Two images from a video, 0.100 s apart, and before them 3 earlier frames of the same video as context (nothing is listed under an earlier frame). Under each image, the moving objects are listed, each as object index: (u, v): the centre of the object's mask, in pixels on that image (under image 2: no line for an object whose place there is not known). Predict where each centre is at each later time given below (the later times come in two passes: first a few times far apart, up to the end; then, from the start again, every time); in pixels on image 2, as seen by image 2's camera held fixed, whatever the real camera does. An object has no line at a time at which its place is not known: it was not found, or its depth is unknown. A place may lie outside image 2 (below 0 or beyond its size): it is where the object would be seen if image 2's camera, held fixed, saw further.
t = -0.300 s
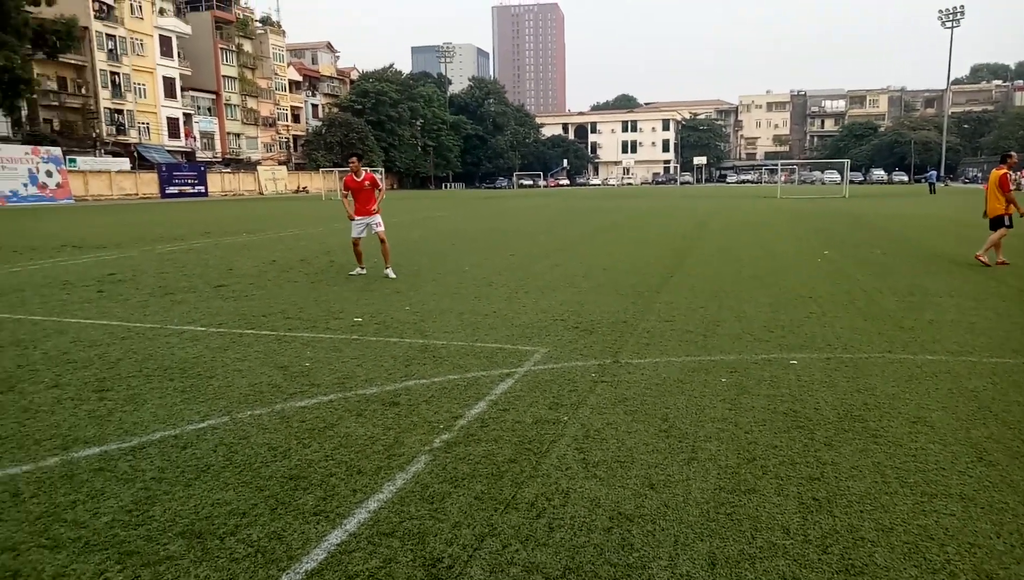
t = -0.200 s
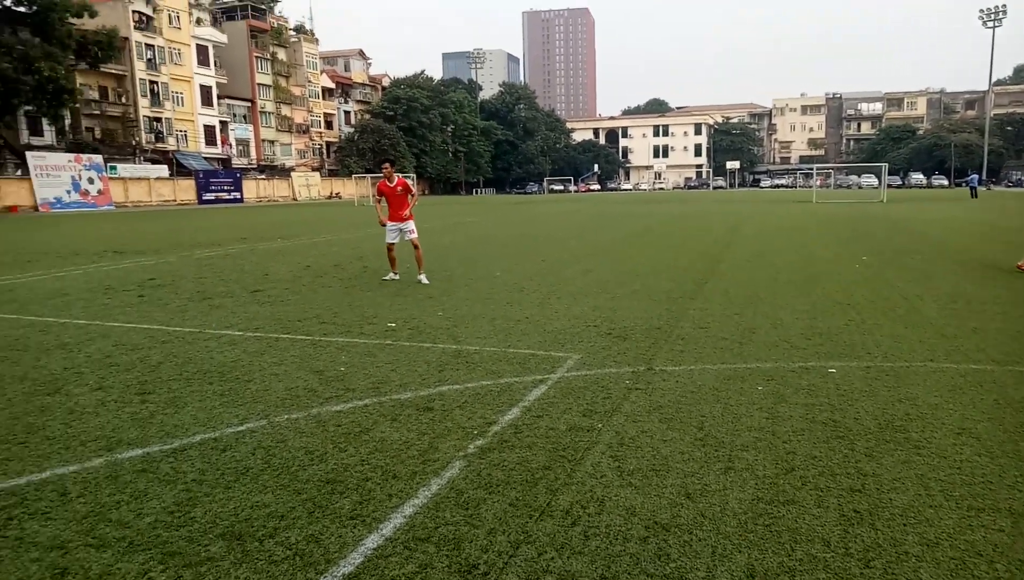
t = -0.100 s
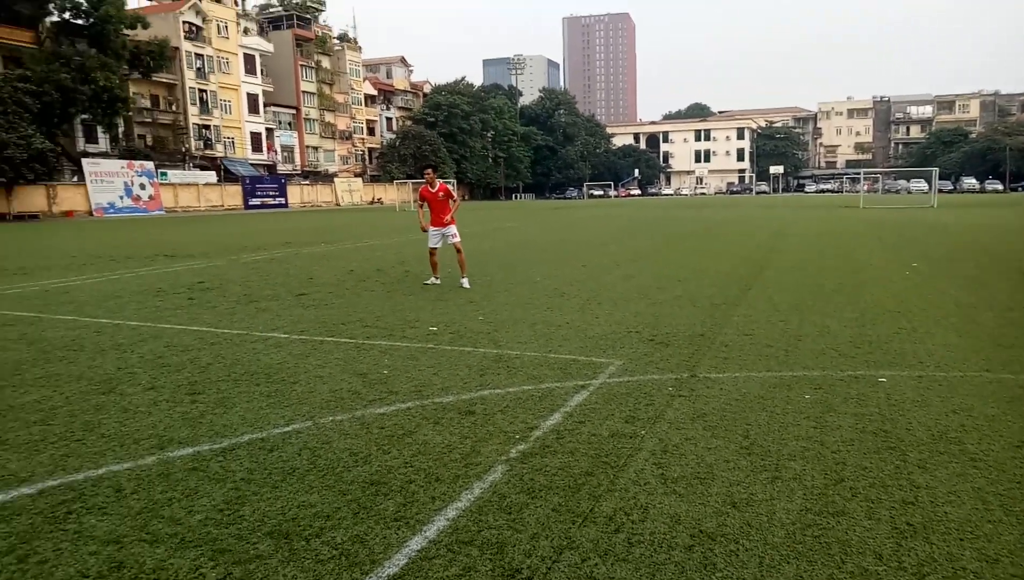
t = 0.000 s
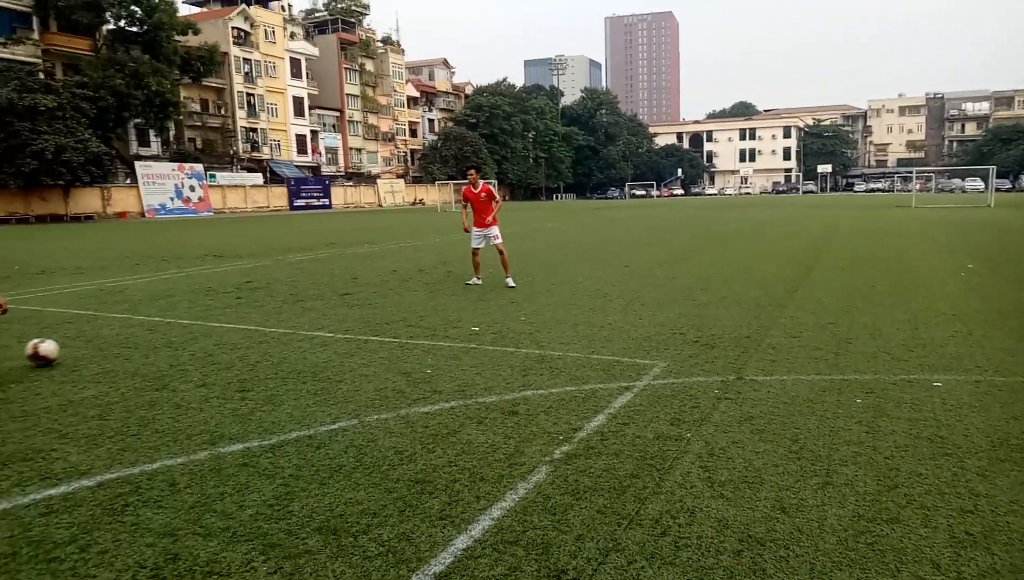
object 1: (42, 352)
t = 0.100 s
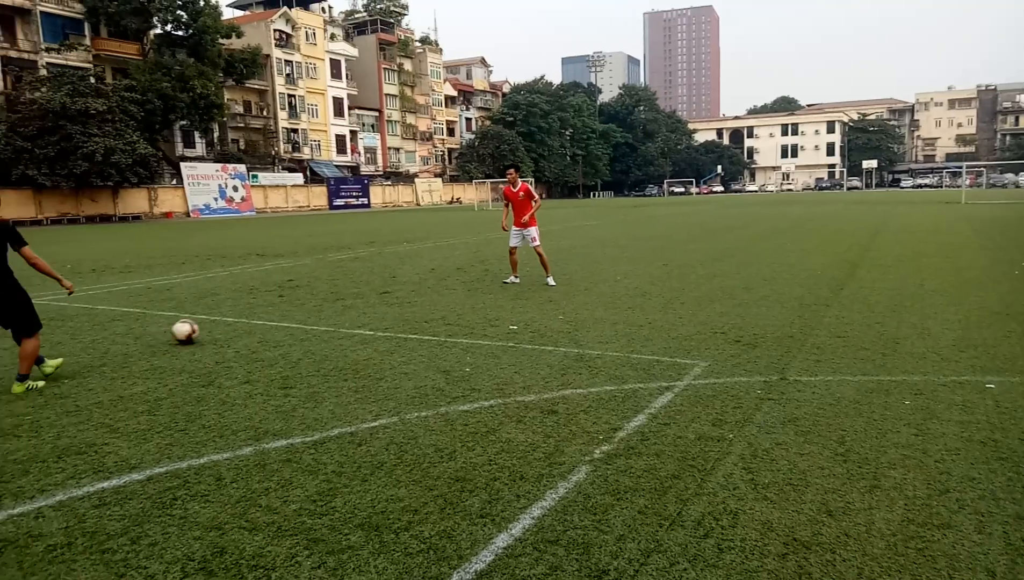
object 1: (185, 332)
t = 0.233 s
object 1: (271, 316)
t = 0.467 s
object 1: (367, 297)
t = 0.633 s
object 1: (412, 288)
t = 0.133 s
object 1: (209, 326)
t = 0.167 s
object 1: (232, 322)
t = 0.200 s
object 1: (253, 320)
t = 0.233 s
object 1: (271, 316)
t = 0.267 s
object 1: (288, 312)
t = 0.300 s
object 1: (304, 310)
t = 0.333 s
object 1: (319, 307)
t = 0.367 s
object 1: (332, 304)
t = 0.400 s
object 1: (345, 301)
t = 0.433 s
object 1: (356, 299)
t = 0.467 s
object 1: (367, 297)
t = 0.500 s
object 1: (377, 295)
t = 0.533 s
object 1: (387, 294)
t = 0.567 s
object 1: (396, 292)
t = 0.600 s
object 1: (404, 289)
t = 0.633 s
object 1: (412, 288)
